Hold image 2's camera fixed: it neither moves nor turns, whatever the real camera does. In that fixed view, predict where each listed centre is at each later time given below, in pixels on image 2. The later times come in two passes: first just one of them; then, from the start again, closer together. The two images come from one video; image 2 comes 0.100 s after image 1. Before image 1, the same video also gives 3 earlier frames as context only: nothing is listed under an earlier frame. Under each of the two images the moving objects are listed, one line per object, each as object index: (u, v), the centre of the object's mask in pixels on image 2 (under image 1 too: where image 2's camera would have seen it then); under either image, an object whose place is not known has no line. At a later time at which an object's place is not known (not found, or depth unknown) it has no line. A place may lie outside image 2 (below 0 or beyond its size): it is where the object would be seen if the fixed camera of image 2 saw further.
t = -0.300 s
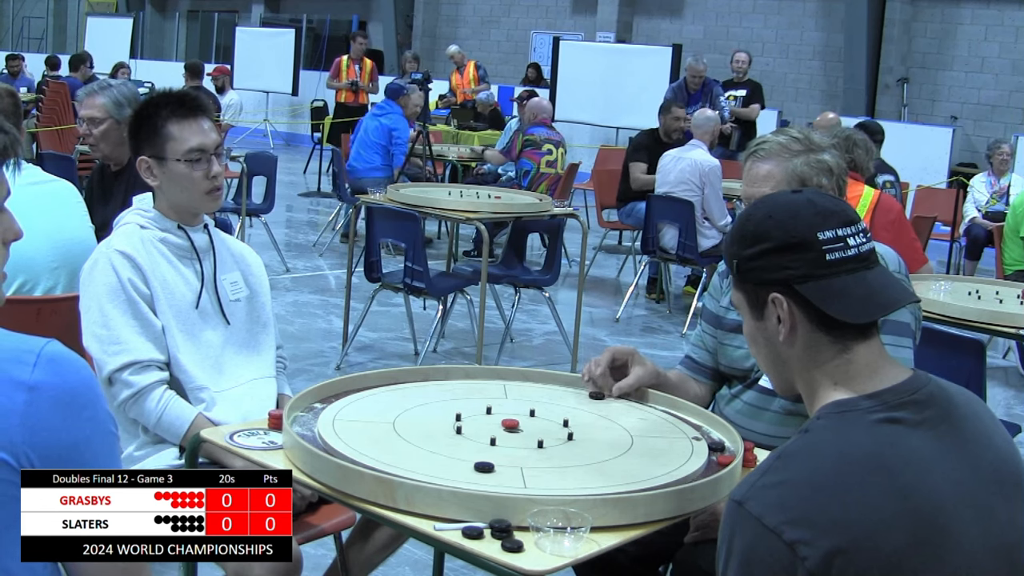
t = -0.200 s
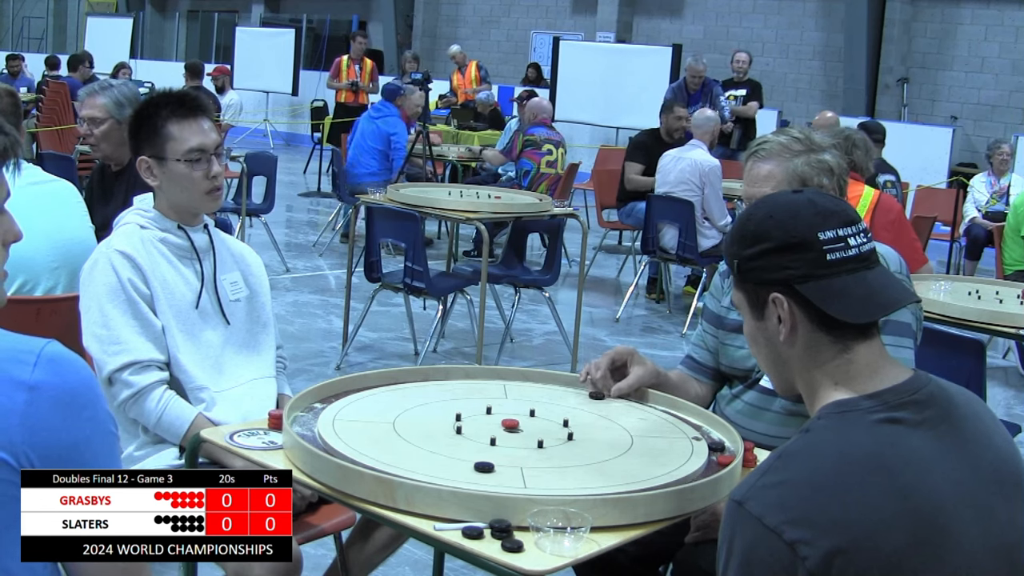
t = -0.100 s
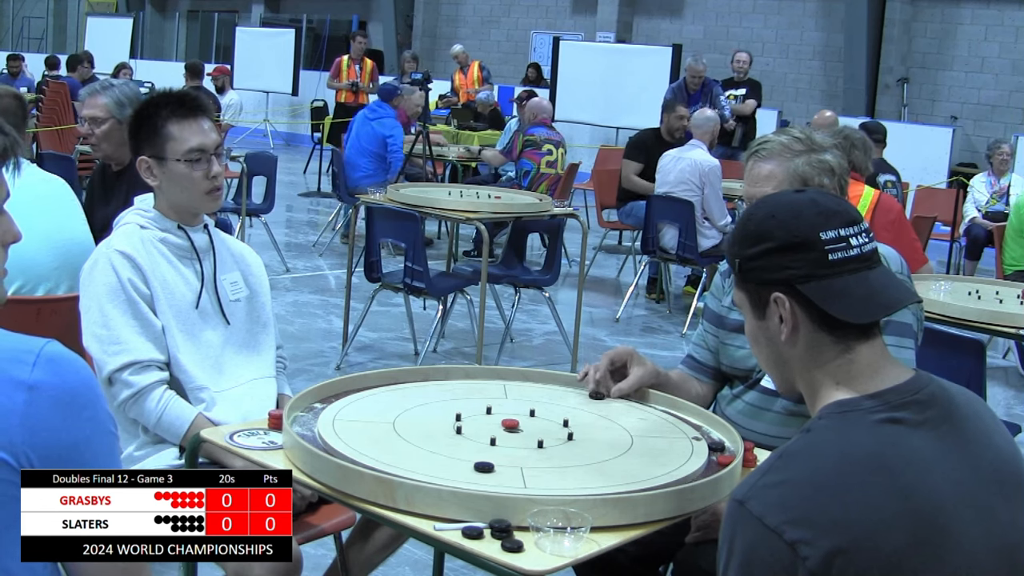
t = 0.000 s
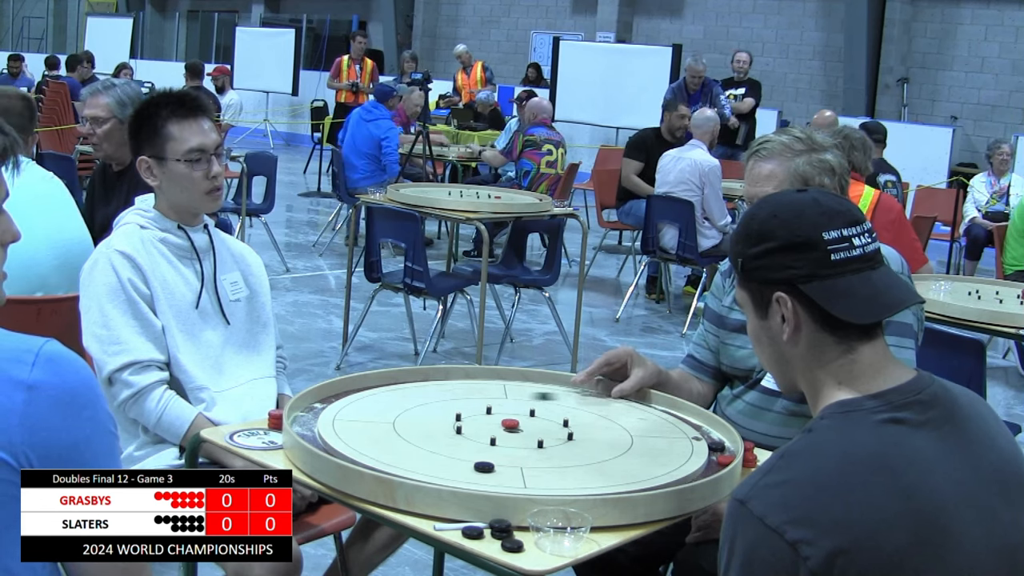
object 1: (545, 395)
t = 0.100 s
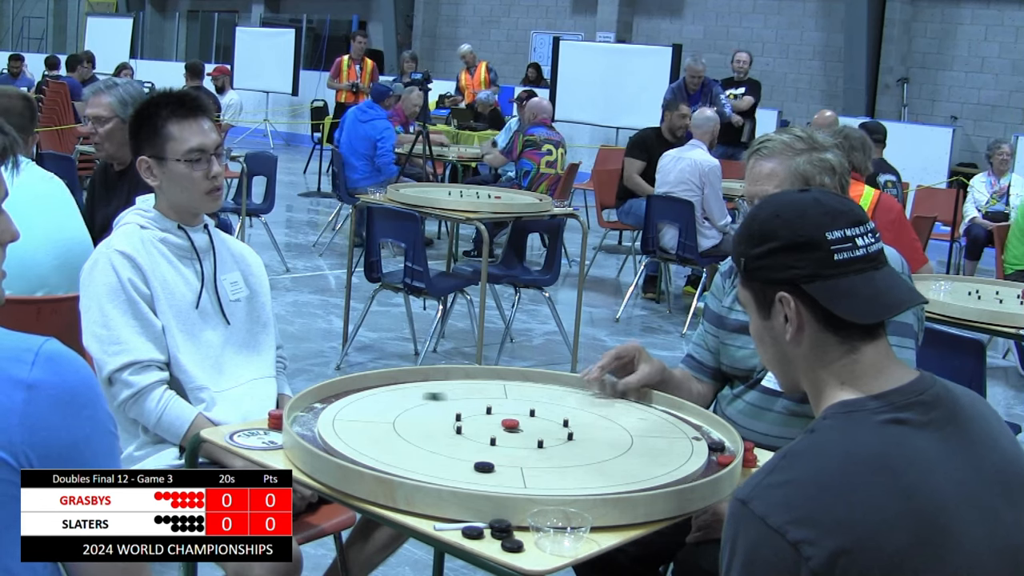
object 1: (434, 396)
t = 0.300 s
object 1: (309, 412)
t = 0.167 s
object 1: (363, 396)
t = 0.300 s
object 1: (309, 412)
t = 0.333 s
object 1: (310, 414)
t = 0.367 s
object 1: (307, 418)
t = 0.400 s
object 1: (301, 420)
